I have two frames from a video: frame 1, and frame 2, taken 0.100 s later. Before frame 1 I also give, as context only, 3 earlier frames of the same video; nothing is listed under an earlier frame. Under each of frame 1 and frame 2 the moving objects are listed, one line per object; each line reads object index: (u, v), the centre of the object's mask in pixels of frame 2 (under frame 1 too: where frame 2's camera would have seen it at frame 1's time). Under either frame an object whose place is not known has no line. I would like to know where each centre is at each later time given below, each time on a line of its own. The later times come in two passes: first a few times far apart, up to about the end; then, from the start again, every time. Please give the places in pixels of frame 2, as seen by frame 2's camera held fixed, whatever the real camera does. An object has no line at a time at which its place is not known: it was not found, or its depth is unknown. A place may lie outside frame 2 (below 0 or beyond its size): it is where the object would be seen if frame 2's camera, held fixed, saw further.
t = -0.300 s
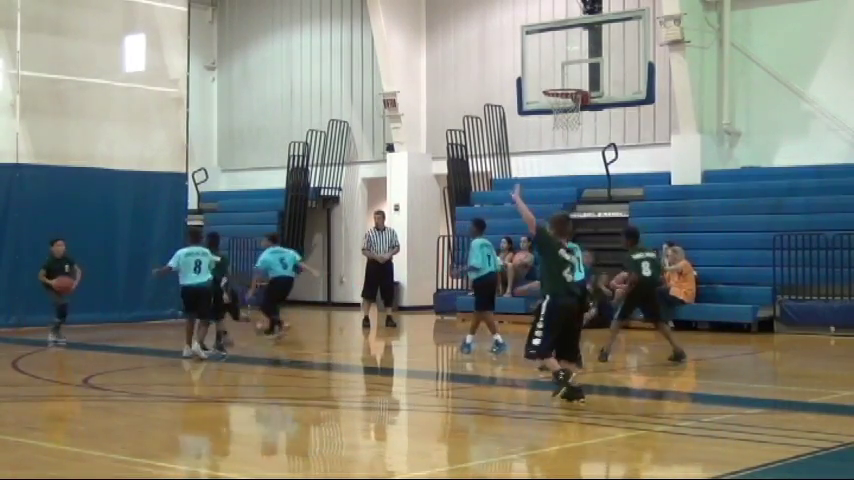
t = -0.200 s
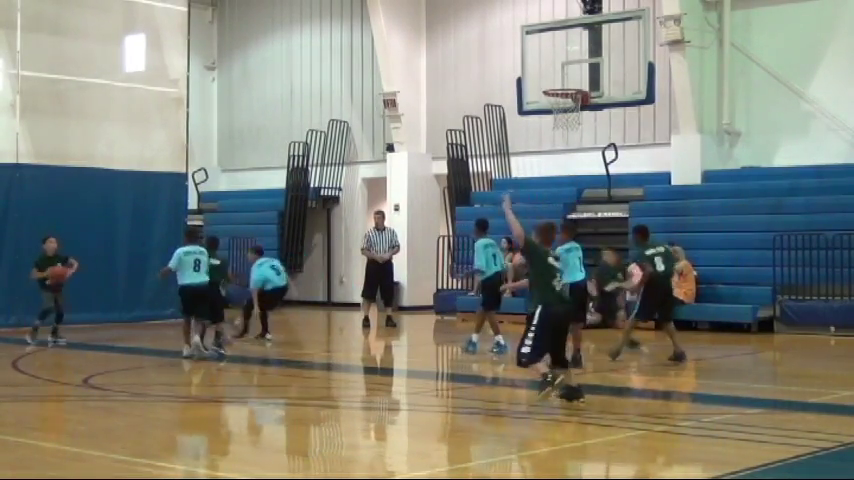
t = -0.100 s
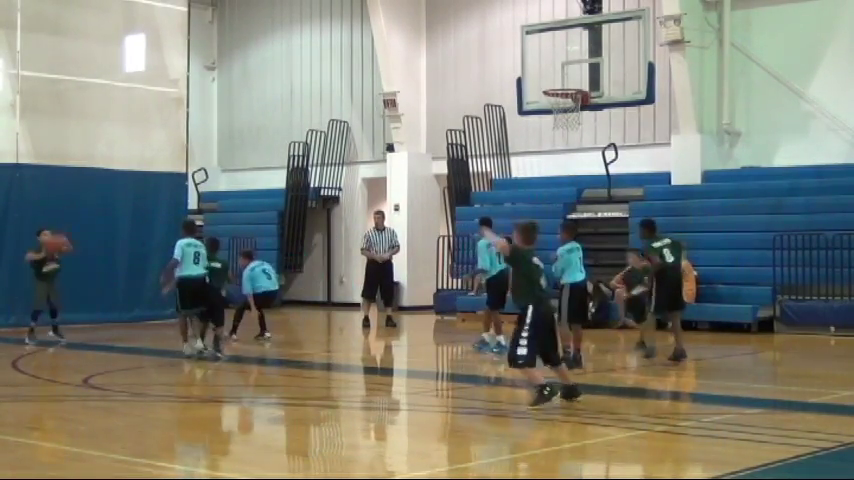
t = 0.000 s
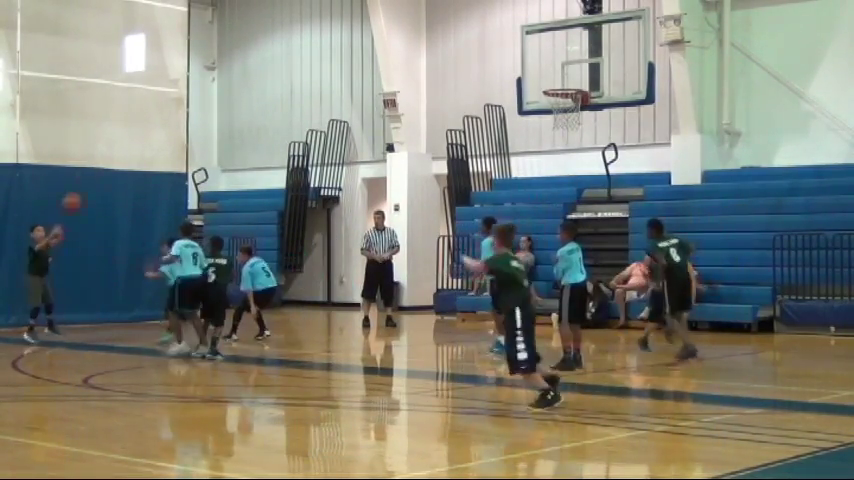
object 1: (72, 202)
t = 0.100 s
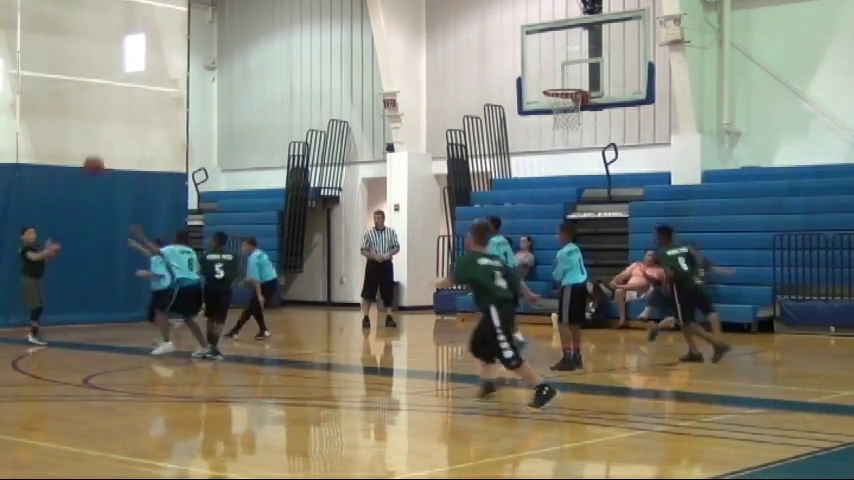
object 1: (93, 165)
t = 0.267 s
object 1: (133, 112)
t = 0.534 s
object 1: (209, 69)
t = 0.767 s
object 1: (288, 87)
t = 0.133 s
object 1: (101, 153)
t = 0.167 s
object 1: (108, 142)
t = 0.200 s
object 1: (117, 131)
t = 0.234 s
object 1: (125, 121)
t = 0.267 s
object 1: (133, 112)
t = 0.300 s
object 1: (142, 104)
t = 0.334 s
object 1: (151, 96)
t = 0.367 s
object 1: (160, 89)
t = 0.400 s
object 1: (169, 83)
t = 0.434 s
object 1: (179, 78)
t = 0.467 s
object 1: (188, 75)
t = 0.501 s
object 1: (199, 72)
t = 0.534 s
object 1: (209, 69)
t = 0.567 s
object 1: (219, 68)
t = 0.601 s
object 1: (229, 68)
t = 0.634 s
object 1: (240, 70)
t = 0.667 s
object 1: (252, 72)
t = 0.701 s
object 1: (264, 76)
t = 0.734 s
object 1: (276, 81)
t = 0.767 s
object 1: (288, 87)
